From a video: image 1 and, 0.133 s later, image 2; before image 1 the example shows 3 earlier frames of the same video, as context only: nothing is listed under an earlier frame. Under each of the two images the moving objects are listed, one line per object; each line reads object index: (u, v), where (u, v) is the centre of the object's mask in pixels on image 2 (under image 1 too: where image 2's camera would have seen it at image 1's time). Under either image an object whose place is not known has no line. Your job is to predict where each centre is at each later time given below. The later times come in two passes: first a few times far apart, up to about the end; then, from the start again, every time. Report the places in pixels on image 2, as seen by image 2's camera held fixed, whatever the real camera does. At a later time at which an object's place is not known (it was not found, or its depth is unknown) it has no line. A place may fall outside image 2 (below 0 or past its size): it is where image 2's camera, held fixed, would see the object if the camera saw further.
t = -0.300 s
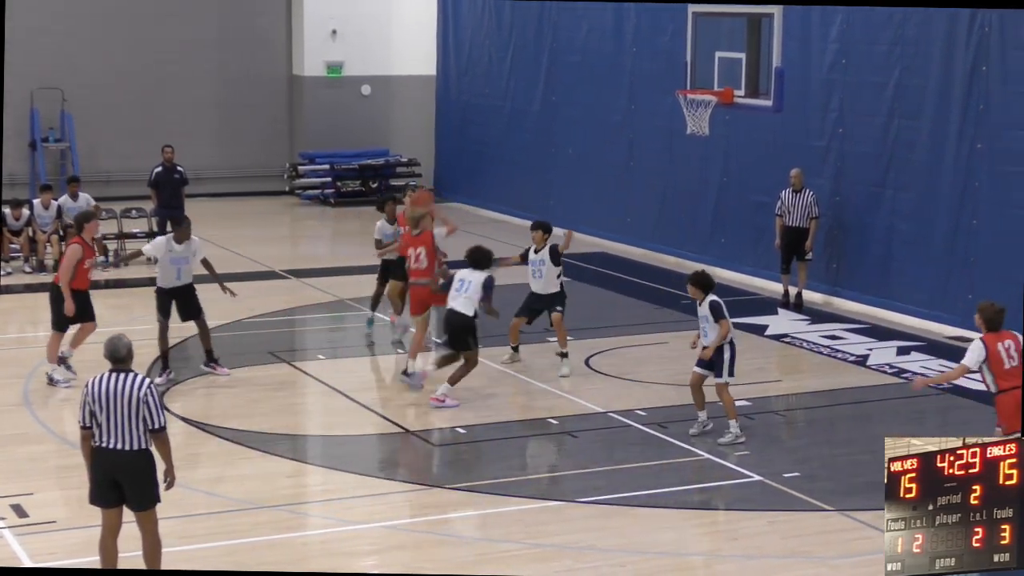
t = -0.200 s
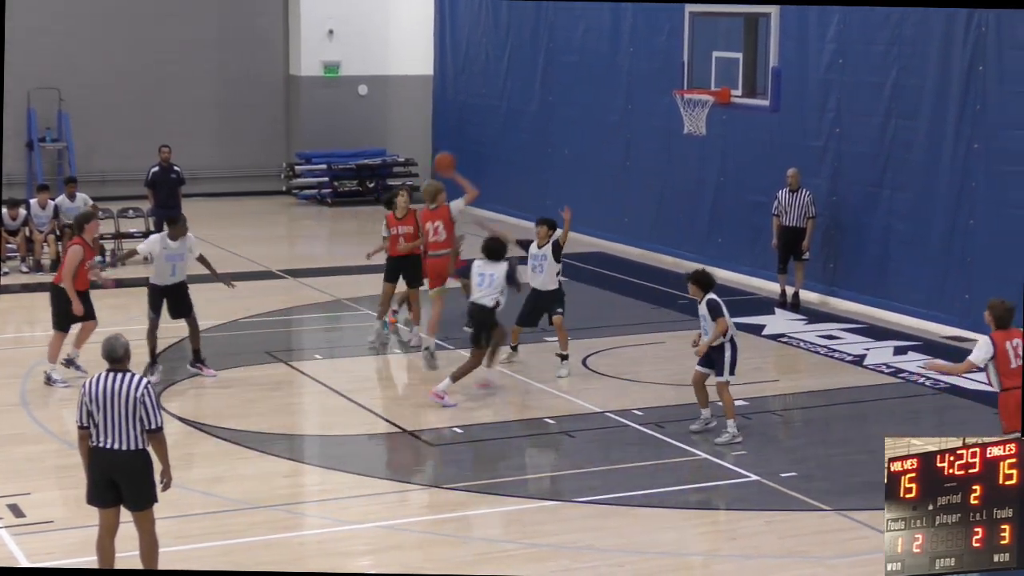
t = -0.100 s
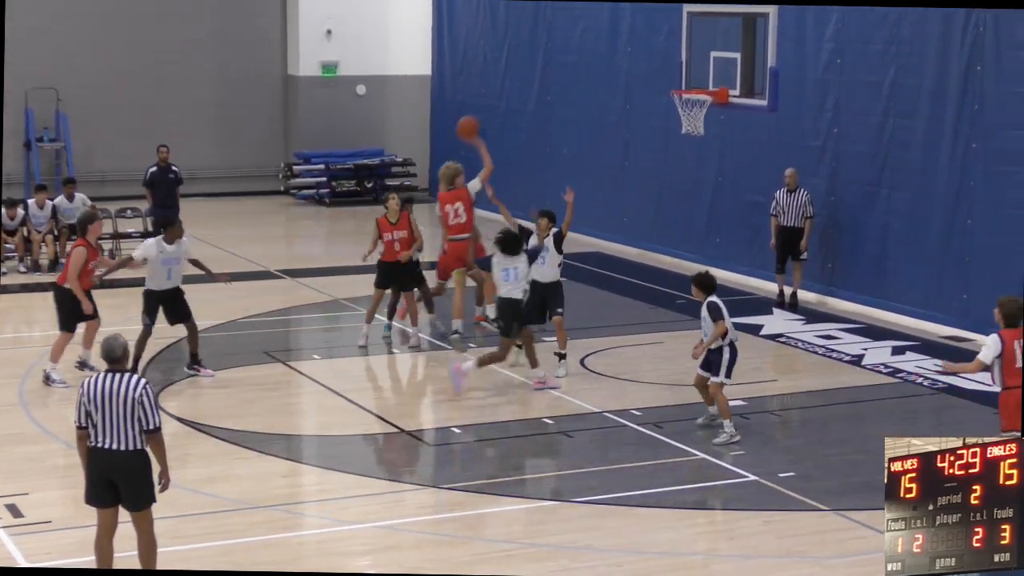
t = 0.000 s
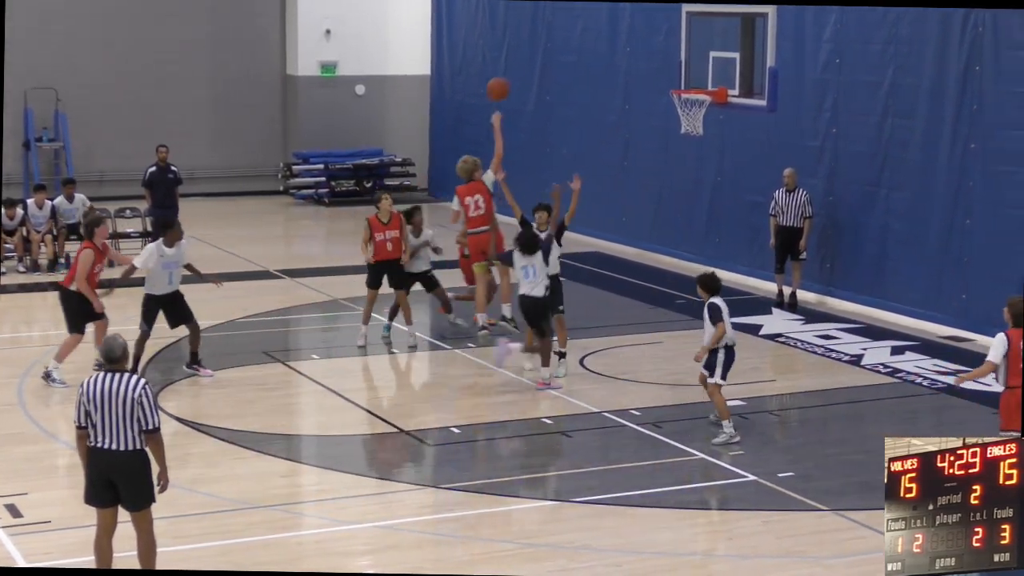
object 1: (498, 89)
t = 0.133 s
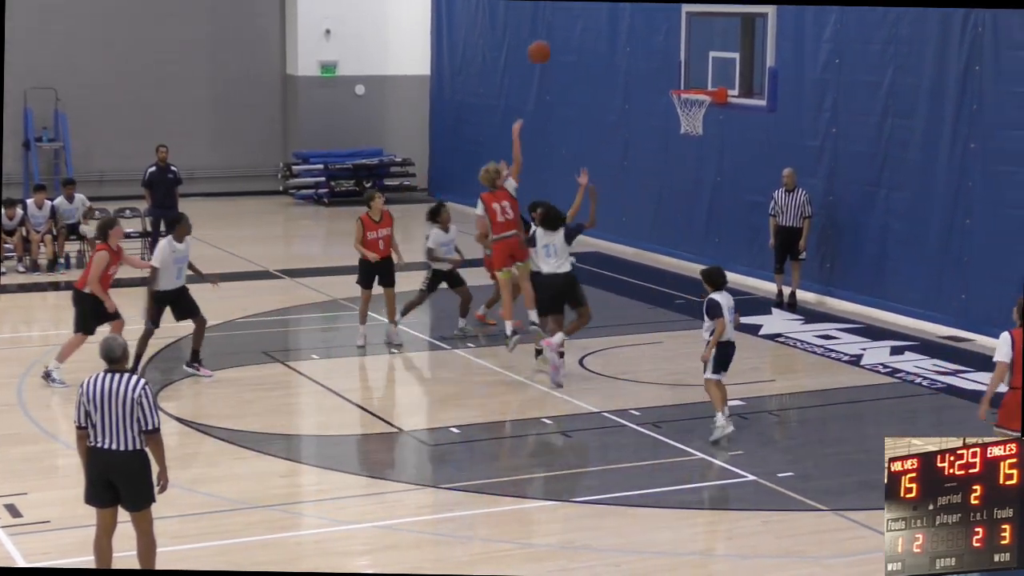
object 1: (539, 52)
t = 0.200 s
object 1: (560, 39)
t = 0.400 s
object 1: (620, 28)
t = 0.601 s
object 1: (676, 52)
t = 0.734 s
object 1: (704, 78)
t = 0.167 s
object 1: (549, 45)
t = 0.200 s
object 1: (560, 39)
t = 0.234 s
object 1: (570, 35)
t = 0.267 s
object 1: (579, 32)
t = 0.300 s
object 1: (589, 29)
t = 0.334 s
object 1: (600, 28)
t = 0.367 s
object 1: (610, 27)
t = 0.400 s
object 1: (620, 28)
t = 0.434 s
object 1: (629, 30)
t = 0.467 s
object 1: (639, 33)
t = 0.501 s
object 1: (648, 36)
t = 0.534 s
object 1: (658, 40)
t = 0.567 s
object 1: (667, 46)
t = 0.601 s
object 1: (676, 52)
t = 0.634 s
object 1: (685, 60)
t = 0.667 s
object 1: (693, 69)
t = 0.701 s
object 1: (703, 78)
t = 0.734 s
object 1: (704, 78)
